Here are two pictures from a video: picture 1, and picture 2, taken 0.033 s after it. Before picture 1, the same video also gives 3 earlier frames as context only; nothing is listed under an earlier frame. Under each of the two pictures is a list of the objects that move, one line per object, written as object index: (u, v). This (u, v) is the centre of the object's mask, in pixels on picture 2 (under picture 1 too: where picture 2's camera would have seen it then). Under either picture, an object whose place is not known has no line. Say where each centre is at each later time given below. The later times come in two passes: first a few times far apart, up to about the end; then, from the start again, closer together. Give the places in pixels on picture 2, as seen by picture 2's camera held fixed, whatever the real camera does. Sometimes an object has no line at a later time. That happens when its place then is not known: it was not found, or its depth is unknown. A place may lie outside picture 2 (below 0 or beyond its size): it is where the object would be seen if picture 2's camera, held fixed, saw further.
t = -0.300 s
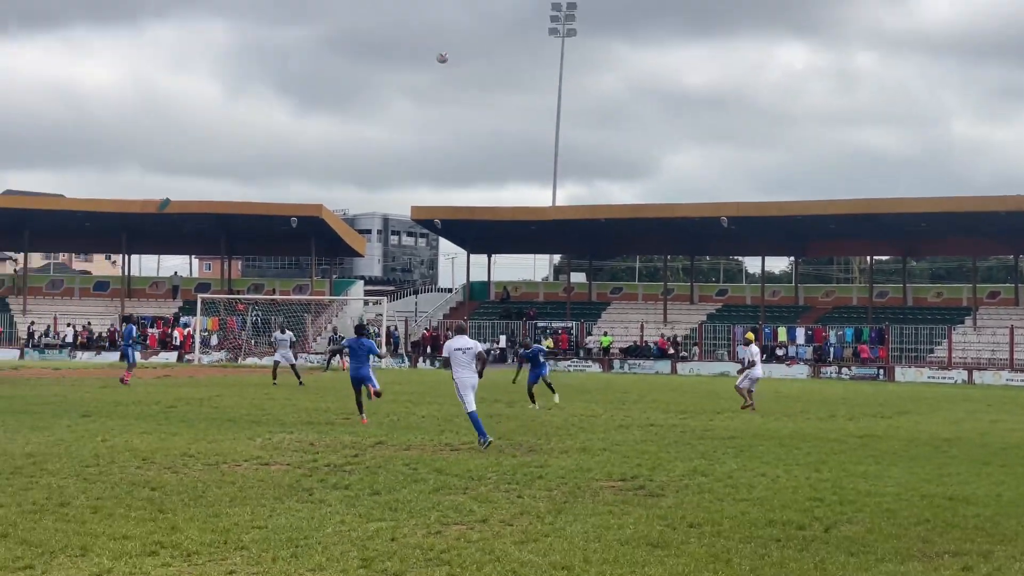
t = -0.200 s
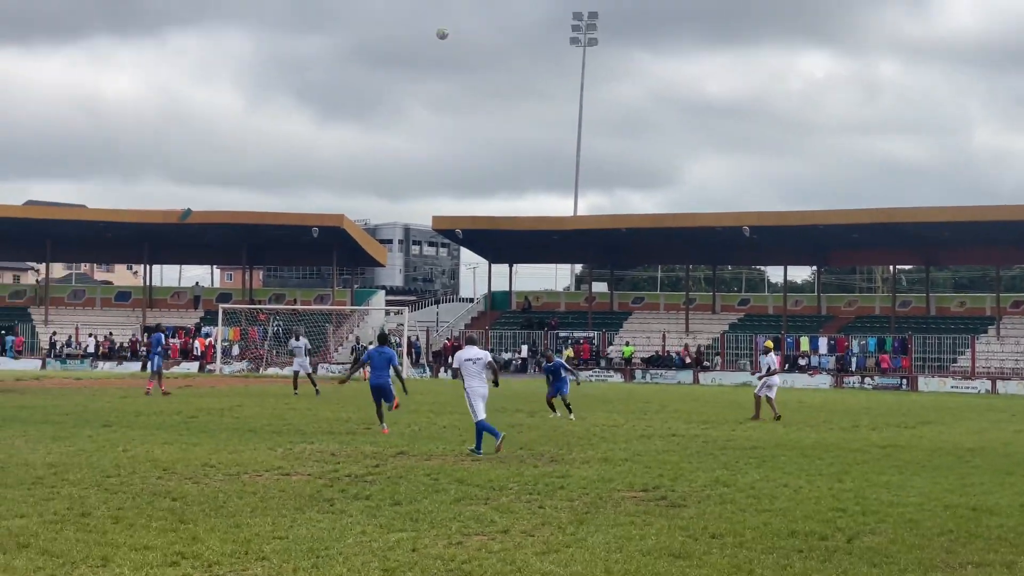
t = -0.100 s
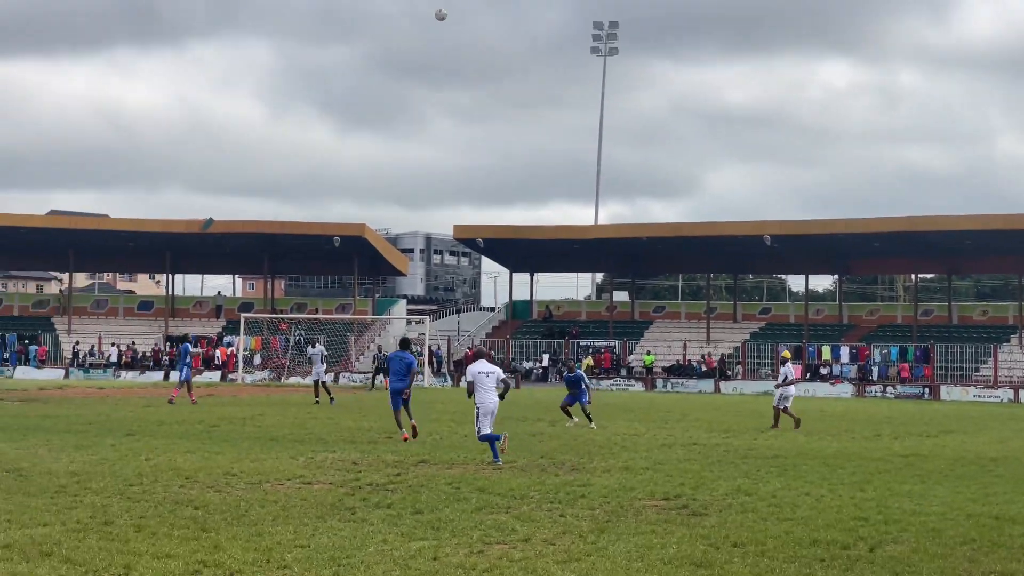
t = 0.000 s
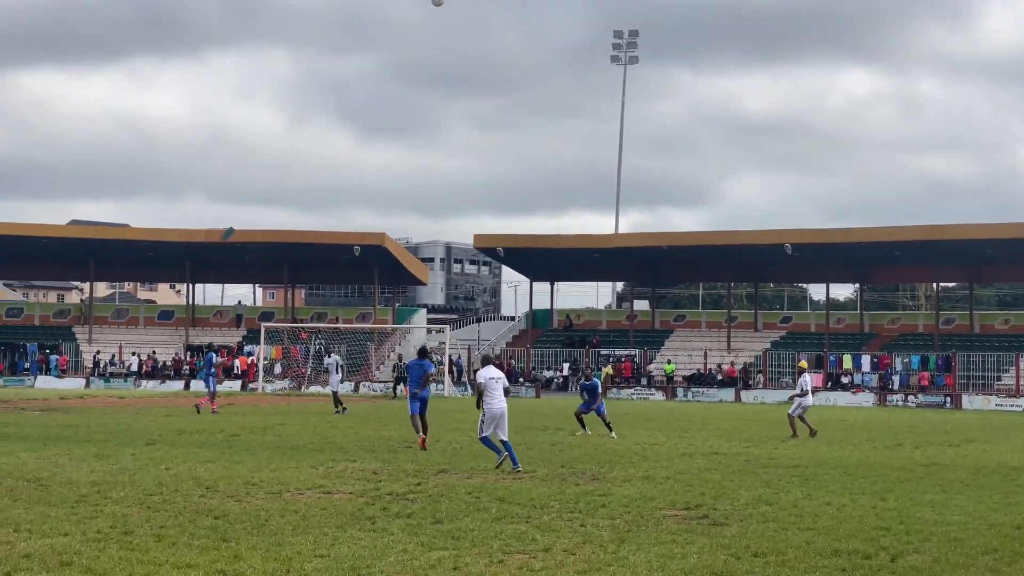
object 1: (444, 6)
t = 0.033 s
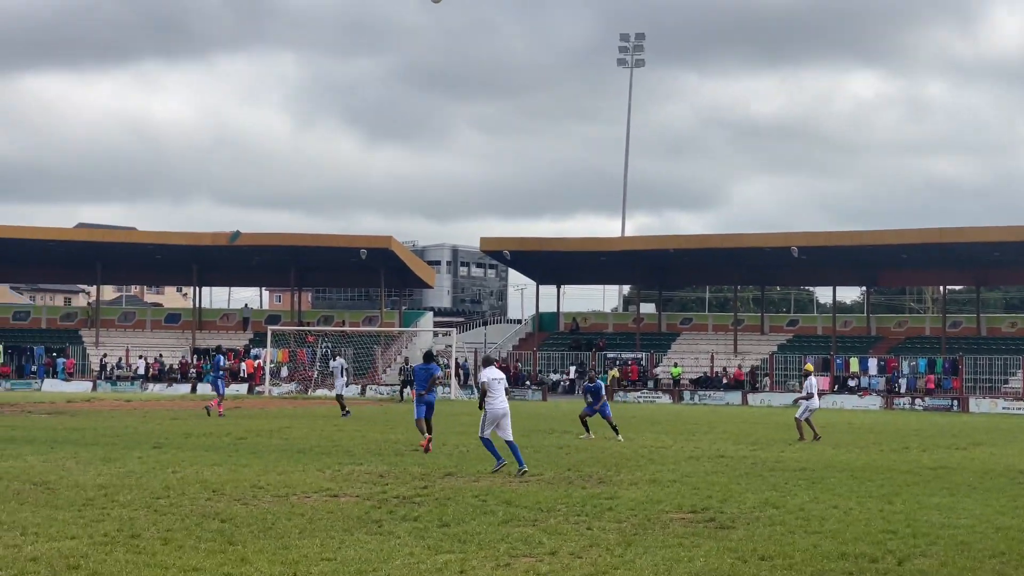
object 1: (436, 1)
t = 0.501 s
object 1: (313, -32)
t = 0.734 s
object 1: (244, 2)
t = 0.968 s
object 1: (169, 70)
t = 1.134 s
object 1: (112, 145)
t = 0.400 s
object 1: (341, -31)
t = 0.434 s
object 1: (332, -33)
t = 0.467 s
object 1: (322, -33)
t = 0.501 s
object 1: (313, -32)
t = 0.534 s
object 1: (303, -29)
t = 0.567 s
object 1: (294, -25)
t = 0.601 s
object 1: (284, -21)
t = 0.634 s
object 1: (274, -17)
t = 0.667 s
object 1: (264, -11)
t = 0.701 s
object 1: (254, -5)
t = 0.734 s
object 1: (244, 2)
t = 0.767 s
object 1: (234, 9)
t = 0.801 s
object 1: (223, 18)
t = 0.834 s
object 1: (212, 27)
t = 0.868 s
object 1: (202, 36)
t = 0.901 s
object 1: (191, 47)
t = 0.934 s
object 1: (180, 58)
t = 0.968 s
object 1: (169, 70)
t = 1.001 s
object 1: (158, 83)
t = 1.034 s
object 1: (147, 97)
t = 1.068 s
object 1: (135, 112)
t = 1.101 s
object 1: (124, 128)
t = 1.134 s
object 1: (112, 145)
